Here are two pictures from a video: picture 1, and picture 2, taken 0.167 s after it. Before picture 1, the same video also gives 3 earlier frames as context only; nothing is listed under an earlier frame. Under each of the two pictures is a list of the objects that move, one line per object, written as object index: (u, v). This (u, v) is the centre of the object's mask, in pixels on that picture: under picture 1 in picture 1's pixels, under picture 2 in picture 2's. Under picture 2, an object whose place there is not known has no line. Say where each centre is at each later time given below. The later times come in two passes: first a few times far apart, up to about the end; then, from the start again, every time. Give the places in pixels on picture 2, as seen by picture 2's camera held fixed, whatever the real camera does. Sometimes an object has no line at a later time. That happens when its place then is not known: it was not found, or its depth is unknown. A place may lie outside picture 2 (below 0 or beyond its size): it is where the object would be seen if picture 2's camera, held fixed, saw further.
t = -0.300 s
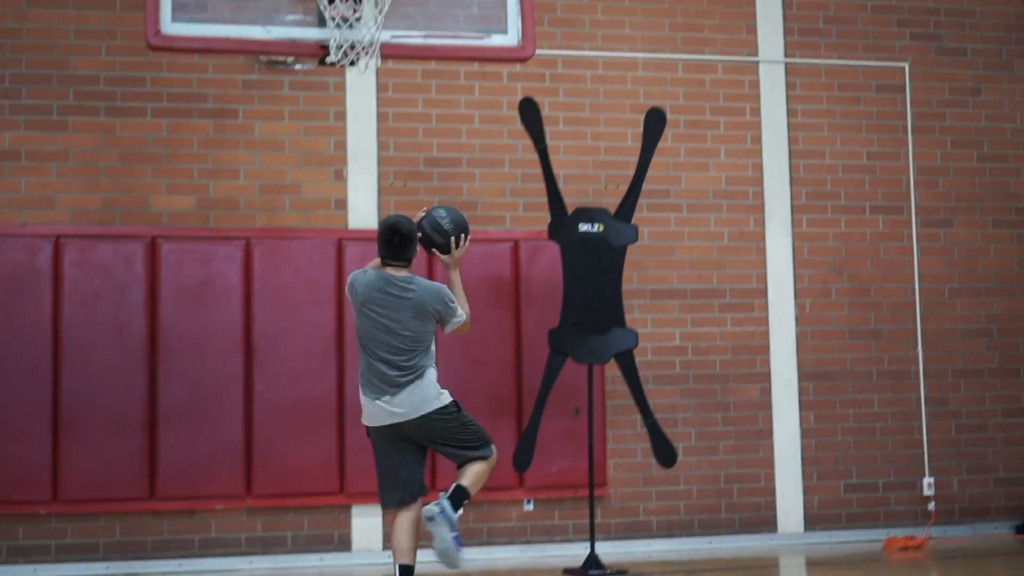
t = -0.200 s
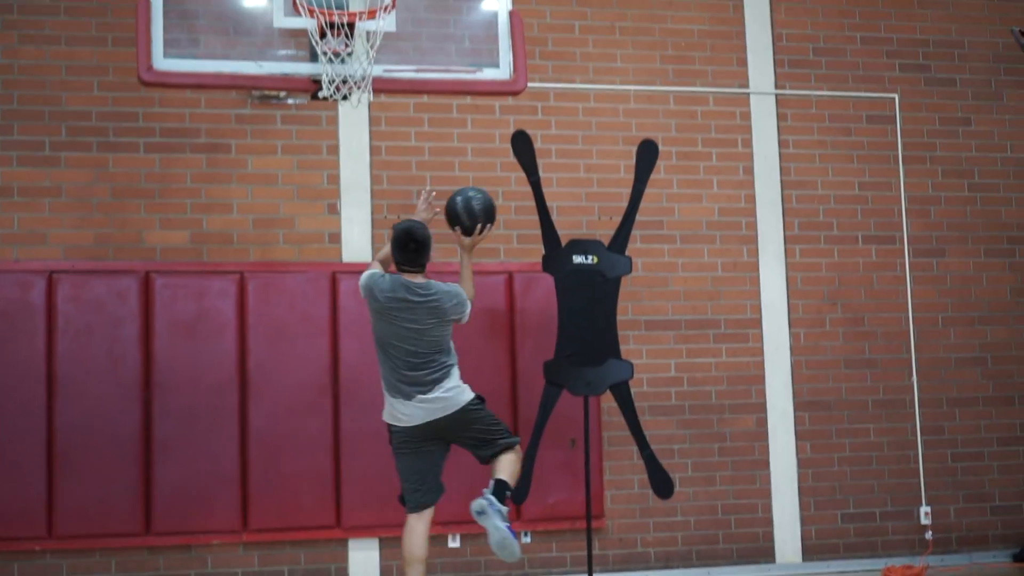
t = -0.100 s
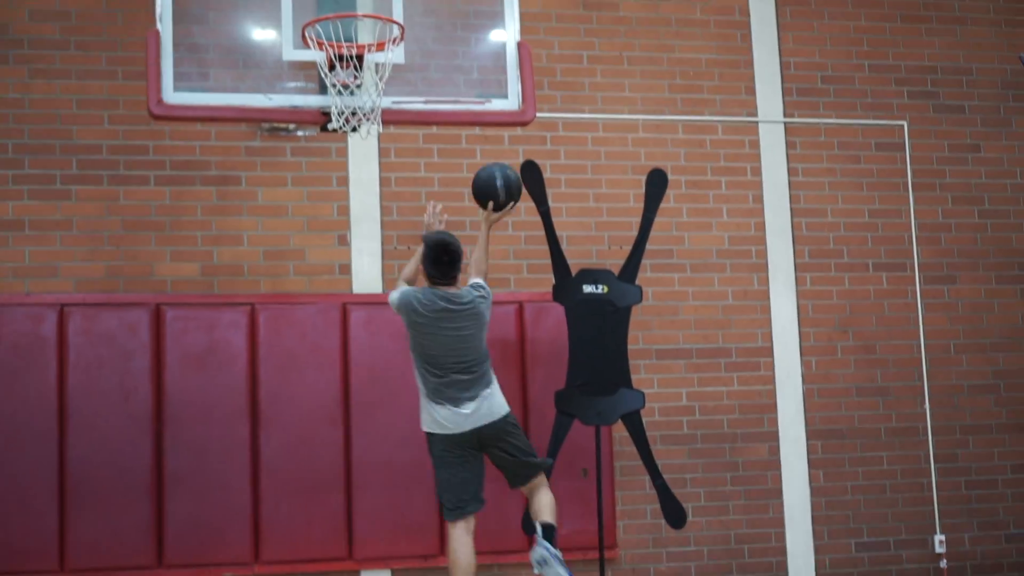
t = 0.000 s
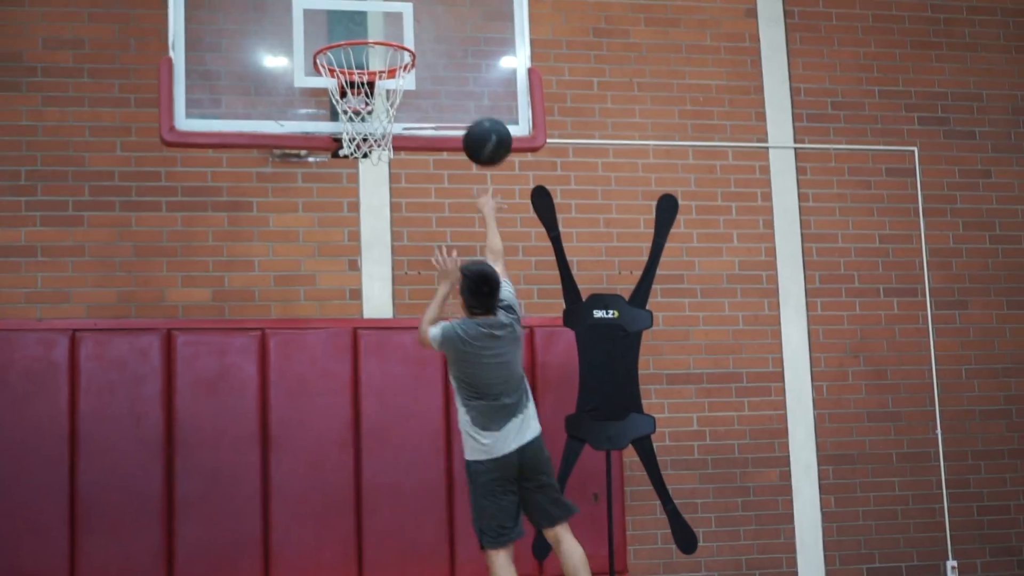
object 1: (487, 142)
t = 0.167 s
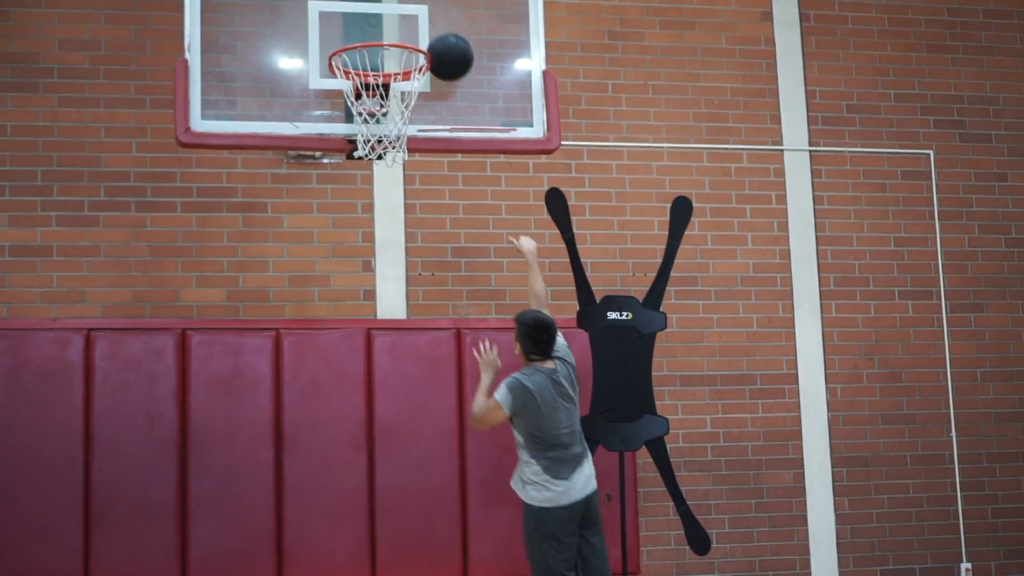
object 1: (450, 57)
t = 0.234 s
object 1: (431, 35)
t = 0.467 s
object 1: (399, 41)
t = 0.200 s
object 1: (441, 45)
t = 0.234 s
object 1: (431, 35)
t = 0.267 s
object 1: (422, 30)
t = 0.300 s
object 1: (418, 27)
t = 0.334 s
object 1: (414, 25)
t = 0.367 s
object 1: (411, 26)
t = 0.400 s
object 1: (407, 28)
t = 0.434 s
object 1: (403, 30)
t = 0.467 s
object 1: (399, 41)
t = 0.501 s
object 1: (395, 52)
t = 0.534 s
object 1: (391, 66)
